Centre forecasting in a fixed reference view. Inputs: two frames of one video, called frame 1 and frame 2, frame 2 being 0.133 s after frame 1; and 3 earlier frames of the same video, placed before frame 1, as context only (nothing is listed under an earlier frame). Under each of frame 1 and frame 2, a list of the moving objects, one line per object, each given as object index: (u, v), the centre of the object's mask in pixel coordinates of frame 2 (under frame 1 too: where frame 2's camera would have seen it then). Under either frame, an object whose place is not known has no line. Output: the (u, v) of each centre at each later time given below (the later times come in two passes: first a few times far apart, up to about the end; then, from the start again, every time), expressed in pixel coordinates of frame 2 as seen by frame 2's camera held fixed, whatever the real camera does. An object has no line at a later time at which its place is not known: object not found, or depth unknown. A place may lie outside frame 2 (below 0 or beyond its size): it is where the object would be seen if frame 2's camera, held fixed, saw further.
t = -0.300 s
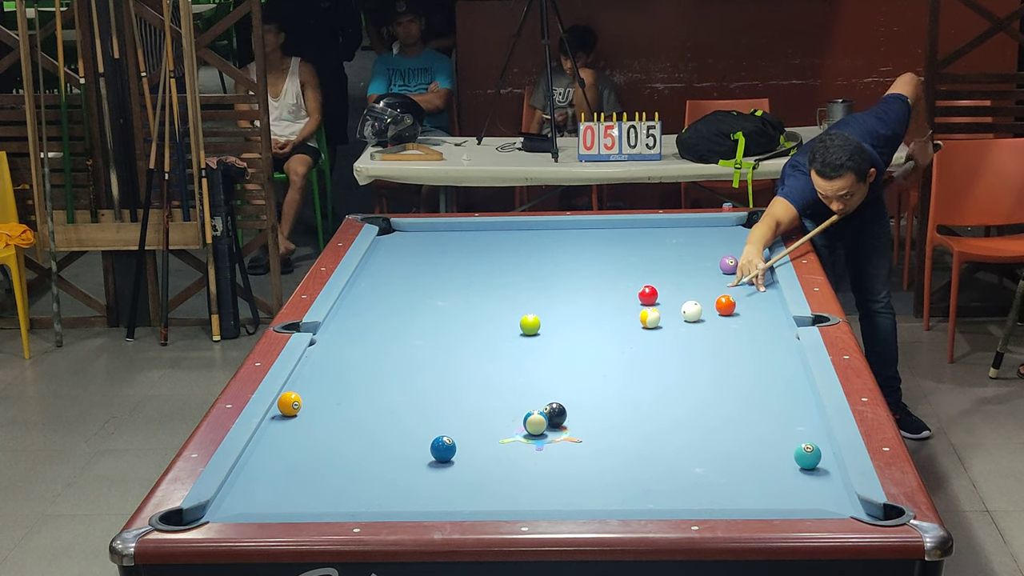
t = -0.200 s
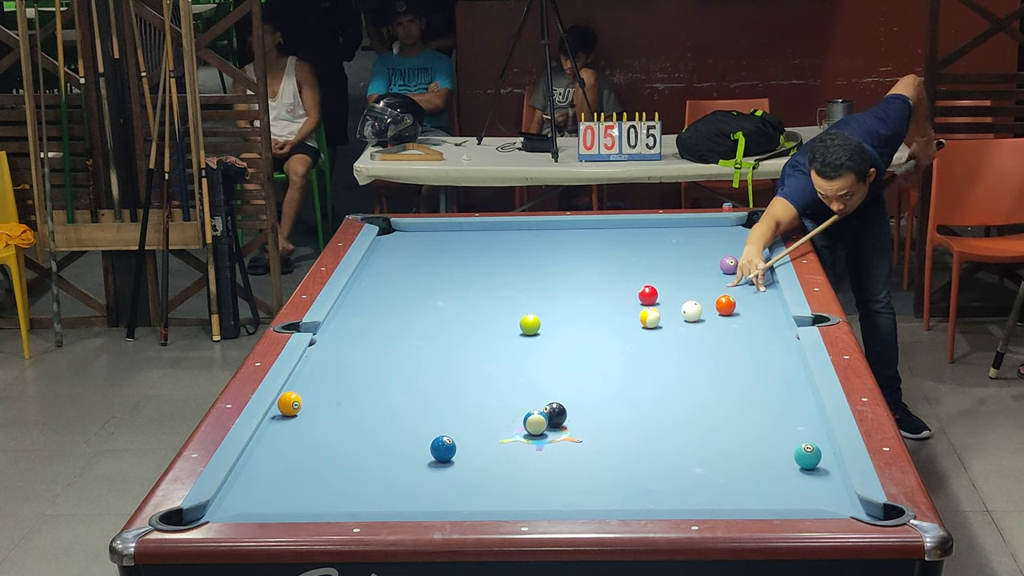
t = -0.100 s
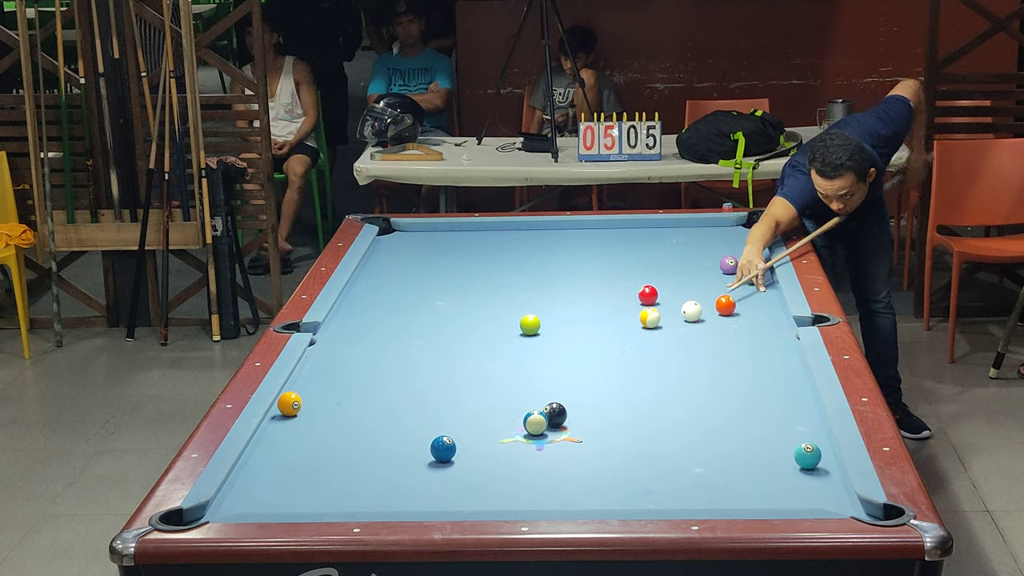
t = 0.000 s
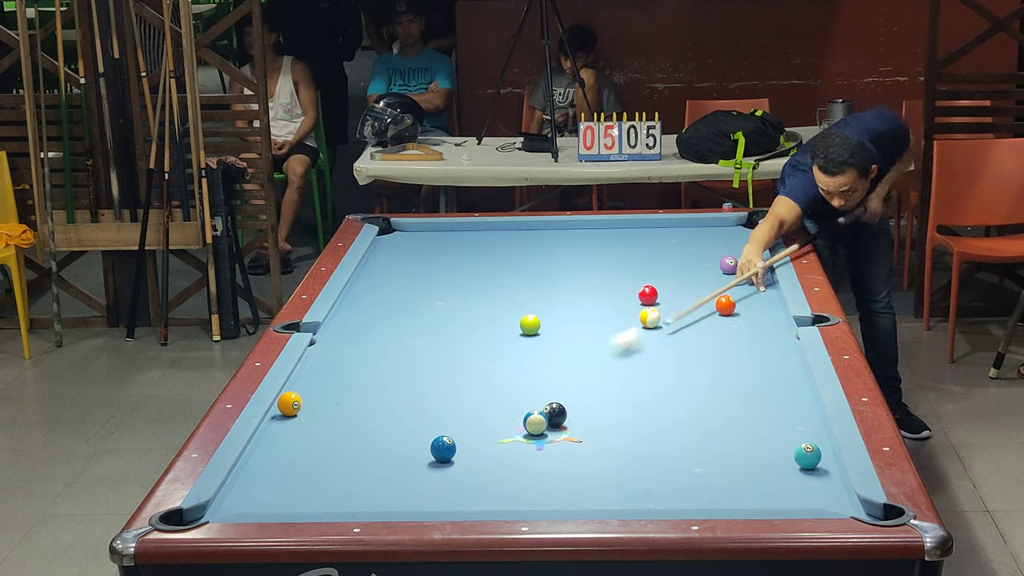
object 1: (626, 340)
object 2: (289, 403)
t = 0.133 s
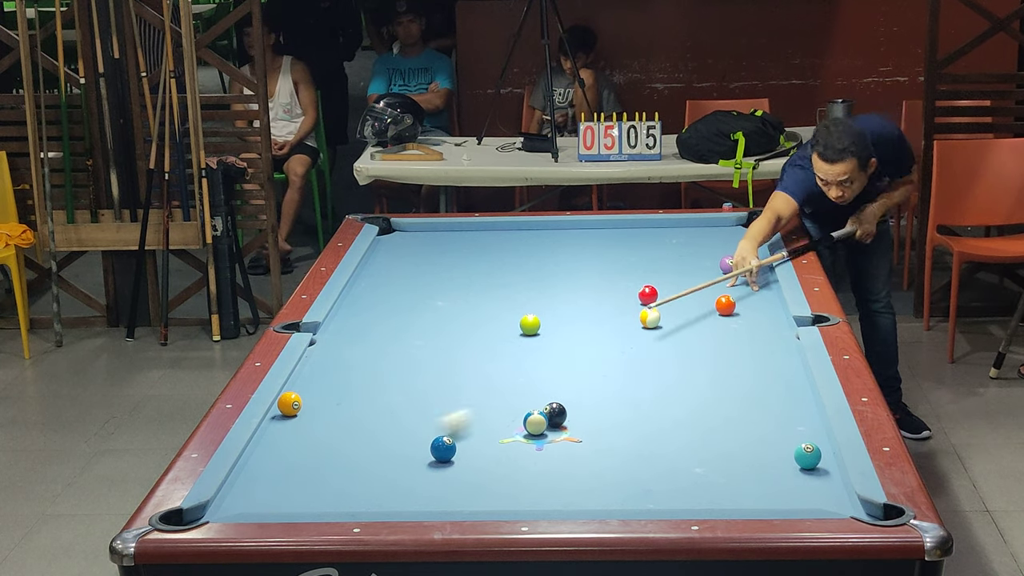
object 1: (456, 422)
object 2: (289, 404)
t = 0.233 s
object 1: (301, 496)
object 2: (289, 403)
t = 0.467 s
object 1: (291, 411)
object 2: (292, 394)
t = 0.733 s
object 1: (352, 403)
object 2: (328, 341)
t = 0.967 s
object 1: (399, 397)
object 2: (356, 306)
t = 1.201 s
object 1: (442, 390)
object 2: (380, 275)
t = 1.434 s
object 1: (483, 384)
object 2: (401, 250)
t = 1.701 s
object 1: (527, 377)
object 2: (418, 228)
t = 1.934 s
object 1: (561, 372)
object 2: (417, 240)
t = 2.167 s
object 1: (594, 368)
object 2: (416, 253)
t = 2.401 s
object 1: (624, 364)
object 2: (415, 265)
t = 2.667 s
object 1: (654, 360)
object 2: (413, 280)
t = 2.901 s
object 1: (679, 356)
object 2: (412, 293)
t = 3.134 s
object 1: (701, 353)
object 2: (410, 307)
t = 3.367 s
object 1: (722, 351)
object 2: (408, 321)
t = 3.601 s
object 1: (740, 349)
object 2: (406, 335)
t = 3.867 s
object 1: (758, 346)
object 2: (404, 351)
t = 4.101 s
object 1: (771, 344)
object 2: (402, 366)
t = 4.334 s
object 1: (782, 342)
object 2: (400, 381)
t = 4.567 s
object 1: (788, 342)
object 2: (398, 395)
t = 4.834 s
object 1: (784, 342)
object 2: (396, 412)
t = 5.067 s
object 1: (782, 343)
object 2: (394, 427)
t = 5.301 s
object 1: (781, 343)
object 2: (392, 442)
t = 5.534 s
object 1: (781, 343)
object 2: (390, 457)
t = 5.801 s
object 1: (781, 343)
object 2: (388, 474)
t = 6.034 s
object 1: (781, 343)
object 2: (386, 488)
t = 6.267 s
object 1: (781, 343)
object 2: (383, 499)
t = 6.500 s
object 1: (781, 343)
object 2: (382, 503)
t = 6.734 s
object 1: (781, 343)
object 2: (384, 500)
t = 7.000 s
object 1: (781, 343)
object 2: (385, 495)
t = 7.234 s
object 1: (781, 343)
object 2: (386, 490)
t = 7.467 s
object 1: (781, 343)
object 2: (388, 487)
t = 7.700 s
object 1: (781, 343)
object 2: (389, 484)
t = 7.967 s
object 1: (781, 343)
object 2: (391, 482)
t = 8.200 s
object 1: (781, 343)
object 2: (392, 482)
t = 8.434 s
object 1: (781, 343)
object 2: (392, 481)
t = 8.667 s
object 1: (781, 343)
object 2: (392, 482)
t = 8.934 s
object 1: (781, 343)
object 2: (392, 482)
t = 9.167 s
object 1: (781, 343)
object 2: (392, 482)
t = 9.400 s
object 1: (781, 343)
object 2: (392, 482)
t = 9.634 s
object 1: (781, 343)
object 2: (392, 481)
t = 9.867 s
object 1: (781, 343)
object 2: (392, 482)
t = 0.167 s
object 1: (406, 445)
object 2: (289, 403)
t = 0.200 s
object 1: (354, 471)
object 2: (289, 403)
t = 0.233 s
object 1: (301, 496)
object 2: (289, 403)
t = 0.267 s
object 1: (270, 499)
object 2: (289, 403)
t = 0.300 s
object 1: (271, 482)
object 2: (289, 403)
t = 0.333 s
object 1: (271, 463)
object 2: (289, 403)
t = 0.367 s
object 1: (272, 446)
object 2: (289, 403)
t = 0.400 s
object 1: (271, 431)
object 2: (289, 404)
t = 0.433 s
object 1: (278, 416)
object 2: (291, 401)
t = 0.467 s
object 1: (291, 411)
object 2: (292, 394)
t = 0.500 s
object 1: (300, 410)
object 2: (295, 388)
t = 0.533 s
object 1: (309, 410)
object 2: (299, 379)
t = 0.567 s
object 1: (316, 409)
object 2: (304, 372)
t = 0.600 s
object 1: (324, 407)
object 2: (310, 365)
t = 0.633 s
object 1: (331, 406)
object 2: (315, 359)
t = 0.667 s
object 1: (338, 405)
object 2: (319, 353)
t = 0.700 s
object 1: (345, 404)
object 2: (324, 347)
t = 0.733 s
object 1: (352, 403)
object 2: (328, 341)
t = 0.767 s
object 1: (359, 402)
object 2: (332, 336)
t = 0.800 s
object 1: (366, 401)
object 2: (337, 331)
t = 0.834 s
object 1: (372, 400)
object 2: (341, 325)
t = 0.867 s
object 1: (379, 399)
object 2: (344, 320)
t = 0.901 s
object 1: (386, 398)
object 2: (348, 315)
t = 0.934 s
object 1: (393, 397)
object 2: (352, 311)
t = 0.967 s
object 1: (399, 397)
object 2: (356, 306)
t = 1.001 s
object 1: (406, 396)
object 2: (360, 301)
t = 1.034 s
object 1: (412, 395)
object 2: (363, 297)
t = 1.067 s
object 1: (418, 394)
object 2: (367, 292)
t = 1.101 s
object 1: (424, 393)
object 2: (370, 288)
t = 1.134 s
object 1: (431, 392)
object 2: (373, 284)
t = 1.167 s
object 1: (437, 391)
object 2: (377, 280)
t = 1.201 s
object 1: (442, 390)
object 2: (380, 275)
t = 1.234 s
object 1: (449, 389)
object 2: (383, 272)
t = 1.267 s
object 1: (454, 388)
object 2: (386, 268)
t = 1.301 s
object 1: (461, 387)
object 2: (389, 264)
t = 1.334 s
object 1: (466, 386)
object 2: (392, 260)
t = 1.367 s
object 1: (472, 385)
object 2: (395, 257)
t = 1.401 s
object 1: (478, 384)
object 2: (398, 253)
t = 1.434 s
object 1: (483, 384)
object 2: (401, 250)
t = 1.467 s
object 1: (489, 383)
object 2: (404, 246)
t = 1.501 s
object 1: (495, 382)
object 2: (406, 243)
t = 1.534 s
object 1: (500, 381)
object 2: (409, 239)
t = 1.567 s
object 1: (506, 380)
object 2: (411, 236)
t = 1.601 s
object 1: (511, 380)
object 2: (414, 233)
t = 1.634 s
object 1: (516, 379)
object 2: (416, 230)
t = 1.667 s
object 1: (521, 378)
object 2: (418, 227)
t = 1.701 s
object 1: (527, 377)
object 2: (418, 228)
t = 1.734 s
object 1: (532, 376)
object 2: (418, 230)
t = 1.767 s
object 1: (537, 376)
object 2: (418, 232)
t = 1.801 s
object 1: (542, 375)
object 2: (418, 233)
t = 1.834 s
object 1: (547, 375)
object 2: (418, 235)
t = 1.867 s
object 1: (552, 374)
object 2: (418, 237)
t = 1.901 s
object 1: (556, 373)
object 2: (418, 239)
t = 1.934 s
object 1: (561, 372)
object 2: (417, 240)
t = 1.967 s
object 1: (566, 372)
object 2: (417, 242)
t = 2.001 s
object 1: (571, 371)
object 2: (417, 244)
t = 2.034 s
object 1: (576, 370)
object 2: (417, 245)
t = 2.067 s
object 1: (580, 370)
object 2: (416, 247)
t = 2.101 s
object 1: (585, 369)
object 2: (416, 249)
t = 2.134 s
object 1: (589, 369)
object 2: (416, 251)
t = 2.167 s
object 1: (594, 368)
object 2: (416, 253)
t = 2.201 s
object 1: (598, 367)
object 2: (415, 254)
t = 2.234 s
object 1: (603, 366)
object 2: (416, 256)
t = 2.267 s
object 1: (607, 366)
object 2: (415, 258)
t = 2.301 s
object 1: (611, 365)
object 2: (415, 260)
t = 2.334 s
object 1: (615, 365)
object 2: (415, 262)
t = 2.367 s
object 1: (620, 364)
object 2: (415, 263)
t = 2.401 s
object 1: (624, 364)
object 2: (415, 265)
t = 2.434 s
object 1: (628, 363)
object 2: (415, 267)
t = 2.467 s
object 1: (632, 363)
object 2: (414, 269)
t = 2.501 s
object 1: (636, 362)
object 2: (414, 270)
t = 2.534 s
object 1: (639, 361)
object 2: (414, 272)
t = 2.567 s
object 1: (643, 361)
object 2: (414, 274)
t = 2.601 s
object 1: (647, 360)
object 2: (414, 276)
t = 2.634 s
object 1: (651, 360)
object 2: (413, 278)
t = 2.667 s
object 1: (654, 360)
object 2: (413, 280)
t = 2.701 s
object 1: (658, 359)
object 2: (413, 282)
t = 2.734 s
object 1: (662, 358)
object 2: (413, 284)
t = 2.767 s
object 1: (666, 358)
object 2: (412, 286)
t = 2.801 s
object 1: (669, 358)
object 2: (412, 288)
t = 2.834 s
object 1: (672, 357)
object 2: (412, 289)
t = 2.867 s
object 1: (676, 357)
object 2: (412, 291)
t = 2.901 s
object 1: (679, 356)
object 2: (412, 293)
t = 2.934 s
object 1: (682, 356)
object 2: (411, 295)
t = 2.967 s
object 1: (686, 356)
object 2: (411, 297)
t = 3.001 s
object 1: (689, 355)
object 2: (411, 299)
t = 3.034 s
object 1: (692, 355)
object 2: (411, 301)
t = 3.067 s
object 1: (695, 354)
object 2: (410, 303)
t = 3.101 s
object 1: (698, 354)
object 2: (410, 305)
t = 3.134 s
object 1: (701, 353)
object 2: (410, 307)
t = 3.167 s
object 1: (704, 353)
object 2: (409, 309)
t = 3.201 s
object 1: (707, 353)
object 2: (409, 310)
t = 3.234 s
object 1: (710, 352)
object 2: (409, 313)
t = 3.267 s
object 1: (713, 352)
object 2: (409, 315)
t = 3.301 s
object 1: (716, 352)
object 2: (408, 317)
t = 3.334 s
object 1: (719, 351)
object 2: (408, 319)
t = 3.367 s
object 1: (722, 351)
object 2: (408, 321)
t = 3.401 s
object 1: (724, 351)
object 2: (407, 323)
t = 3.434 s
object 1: (727, 350)
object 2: (407, 325)
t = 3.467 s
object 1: (729, 350)
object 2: (407, 327)
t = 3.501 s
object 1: (732, 349)
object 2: (407, 329)
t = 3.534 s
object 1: (735, 349)
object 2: (406, 331)
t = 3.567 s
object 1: (737, 349)
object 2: (406, 333)
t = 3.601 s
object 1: (740, 349)
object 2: (406, 335)
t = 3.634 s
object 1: (742, 348)
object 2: (406, 337)
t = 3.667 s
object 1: (744, 348)
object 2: (405, 339)
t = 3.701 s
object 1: (747, 347)
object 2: (405, 341)
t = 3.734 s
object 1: (749, 347)
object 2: (405, 343)
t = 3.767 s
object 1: (751, 347)
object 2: (405, 345)
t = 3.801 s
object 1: (753, 346)
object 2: (404, 347)
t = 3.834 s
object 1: (755, 346)
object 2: (404, 349)
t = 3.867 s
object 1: (758, 346)
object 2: (404, 351)
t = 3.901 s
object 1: (760, 346)
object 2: (403, 353)
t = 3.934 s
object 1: (762, 345)
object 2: (403, 355)
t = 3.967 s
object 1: (764, 345)
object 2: (403, 357)
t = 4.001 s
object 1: (765, 345)
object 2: (402, 360)
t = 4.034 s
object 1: (767, 345)
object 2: (402, 361)
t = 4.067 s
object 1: (769, 344)
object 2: (402, 364)
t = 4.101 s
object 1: (771, 344)
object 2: (402, 366)
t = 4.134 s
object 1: (773, 344)
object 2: (401, 368)
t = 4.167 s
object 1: (774, 344)
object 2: (401, 370)
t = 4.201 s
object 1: (776, 344)
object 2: (401, 372)
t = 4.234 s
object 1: (778, 343)
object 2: (401, 374)
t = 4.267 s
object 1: (779, 343)
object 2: (400, 376)
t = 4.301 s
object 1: (781, 343)
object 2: (400, 379)
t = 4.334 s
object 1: (782, 342)
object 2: (400, 381)
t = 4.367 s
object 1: (783, 342)
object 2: (400, 383)
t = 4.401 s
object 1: (785, 342)
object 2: (400, 385)
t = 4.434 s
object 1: (786, 342)
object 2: (399, 387)
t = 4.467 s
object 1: (788, 342)
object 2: (399, 389)
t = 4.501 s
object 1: (789, 341)
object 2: (399, 391)
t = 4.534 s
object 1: (788, 342)
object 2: (399, 393)
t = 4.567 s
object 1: (788, 342)
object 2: (398, 395)
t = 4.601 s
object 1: (787, 342)
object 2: (398, 398)
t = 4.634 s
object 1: (787, 342)
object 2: (398, 400)
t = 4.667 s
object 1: (786, 342)
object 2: (397, 402)
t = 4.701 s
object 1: (786, 342)
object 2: (397, 404)
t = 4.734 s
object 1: (785, 342)
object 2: (397, 406)
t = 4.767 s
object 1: (784, 342)
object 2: (397, 408)
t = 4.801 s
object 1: (784, 342)
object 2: (396, 410)
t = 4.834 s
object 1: (784, 342)
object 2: (396, 412)
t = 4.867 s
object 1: (784, 342)
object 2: (396, 414)
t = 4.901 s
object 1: (783, 342)
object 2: (396, 417)
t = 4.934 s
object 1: (783, 342)
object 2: (395, 419)
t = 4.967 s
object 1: (783, 342)
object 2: (395, 421)
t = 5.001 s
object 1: (783, 343)
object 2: (395, 423)
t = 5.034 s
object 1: (782, 342)
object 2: (395, 425)
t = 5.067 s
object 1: (782, 343)
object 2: (394, 427)
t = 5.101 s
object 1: (782, 343)
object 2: (394, 429)
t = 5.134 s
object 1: (781, 343)
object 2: (394, 432)
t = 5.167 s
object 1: (781, 343)
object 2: (393, 434)
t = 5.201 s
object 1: (781, 343)
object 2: (393, 436)
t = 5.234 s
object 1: (781, 343)
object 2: (393, 438)
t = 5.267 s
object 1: (781, 343)
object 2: (392, 440)
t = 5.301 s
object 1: (781, 343)
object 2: (392, 442)
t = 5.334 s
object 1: (781, 343)
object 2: (392, 444)
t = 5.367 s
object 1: (781, 343)
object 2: (391, 446)
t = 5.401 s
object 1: (781, 343)
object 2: (391, 449)
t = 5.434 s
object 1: (781, 343)
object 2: (391, 451)
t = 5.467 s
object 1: (781, 343)
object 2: (391, 453)
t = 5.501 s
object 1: (781, 343)
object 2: (390, 455)
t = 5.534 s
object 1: (781, 343)
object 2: (390, 457)
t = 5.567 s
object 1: (781, 343)
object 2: (390, 459)
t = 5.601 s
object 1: (781, 343)
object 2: (389, 461)
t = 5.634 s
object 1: (781, 343)
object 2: (389, 463)
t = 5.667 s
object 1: (781, 343)
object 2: (389, 465)
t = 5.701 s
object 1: (781, 343)
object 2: (389, 467)
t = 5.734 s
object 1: (781, 343)
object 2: (389, 469)
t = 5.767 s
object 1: (781, 343)
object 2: (388, 471)
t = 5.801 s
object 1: (781, 343)
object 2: (388, 474)
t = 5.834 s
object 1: (781, 343)
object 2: (388, 476)
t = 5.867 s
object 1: (781, 343)
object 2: (388, 478)
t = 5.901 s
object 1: (781, 343)
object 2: (387, 480)
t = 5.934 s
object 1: (781, 343)
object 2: (387, 482)
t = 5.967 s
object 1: (781, 343)
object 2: (387, 484)
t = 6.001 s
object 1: (781, 343)
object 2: (386, 486)
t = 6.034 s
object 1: (781, 343)
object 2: (386, 488)
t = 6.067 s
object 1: (781, 343)
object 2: (385, 490)
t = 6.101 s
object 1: (781, 343)
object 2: (385, 492)
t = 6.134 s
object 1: (781, 343)
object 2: (385, 494)
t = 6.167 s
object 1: (781, 343)
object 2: (384, 496)
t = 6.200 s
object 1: (781, 343)
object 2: (384, 497)
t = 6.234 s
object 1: (781, 343)
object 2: (384, 498)
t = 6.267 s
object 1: (781, 343)
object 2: (383, 499)
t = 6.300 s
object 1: (781, 343)
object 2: (383, 501)
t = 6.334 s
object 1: (781, 343)
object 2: (383, 502)
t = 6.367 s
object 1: (781, 343)
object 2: (382, 502)
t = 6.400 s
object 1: (781, 343)
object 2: (382, 503)
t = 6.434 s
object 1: (781, 343)
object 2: (382, 504)
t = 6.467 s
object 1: (781, 343)
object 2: (382, 504)
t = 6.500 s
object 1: (781, 343)
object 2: (382, 503)
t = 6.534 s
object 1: (781, 343)
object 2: (383, 503)
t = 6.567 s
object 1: (781, 343)
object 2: (383, 502)
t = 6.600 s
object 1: (781, 343)
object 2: (383, 502)
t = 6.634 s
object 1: (781, 343)
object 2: (384, 501)
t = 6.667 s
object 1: (781, 343)
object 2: (384, 501)
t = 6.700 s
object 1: (781, 343)
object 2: (384, 500)
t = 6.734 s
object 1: (781, 343)
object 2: (384, 500)
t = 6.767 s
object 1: (781, 343)
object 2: (384, 499)
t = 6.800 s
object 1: (781, 343)
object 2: (384, 498)
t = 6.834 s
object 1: (781, 343)
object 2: (384, 498)
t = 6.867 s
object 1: (781, 343)
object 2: (384, 497)
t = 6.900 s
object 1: (781, 343)
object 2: (385, 497)
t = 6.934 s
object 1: (781, 343)
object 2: (385, 496)
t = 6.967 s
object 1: (781, 343)
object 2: (385, 496)
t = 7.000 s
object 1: (781, 343)
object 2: (385, 495)
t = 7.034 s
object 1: (781, 343)
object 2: (385, 494)
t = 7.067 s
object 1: (781, 343)
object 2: (385, 493)
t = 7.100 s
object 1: (781, 343)
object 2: (385, 493)
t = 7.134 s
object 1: (781, 343)
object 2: (386, 492)
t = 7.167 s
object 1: (781, 343)
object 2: (386, 491)
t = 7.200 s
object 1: (781, 343)
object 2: (386, 491)
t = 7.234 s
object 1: (781, 343)
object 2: (386, 490)
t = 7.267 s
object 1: (781, 343)
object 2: (386, 490)
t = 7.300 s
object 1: (781, 343)
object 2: (387, 489)
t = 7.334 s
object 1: (781, 343)
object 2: (387, 489)
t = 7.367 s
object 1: (781, 343)
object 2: (387, 488)
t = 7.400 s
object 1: (781, 343)
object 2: (387, 487)
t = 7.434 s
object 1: (781, 343)
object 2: (388, 487)
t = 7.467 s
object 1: (781, 343)
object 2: (388, 487)
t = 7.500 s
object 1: (781, 343)
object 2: (388, 486)
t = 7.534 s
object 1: (781, 343)
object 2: (388, 486)
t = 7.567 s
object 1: (781, 343)
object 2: (388, 485)
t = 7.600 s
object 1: (781, 343)
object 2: (389, 485)
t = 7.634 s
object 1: (781, 343)
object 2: (389, 485)
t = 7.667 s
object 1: (781, 343)
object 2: (389, 484)
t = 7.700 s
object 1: (781, 343)
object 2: (389, 484)
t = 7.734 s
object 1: (781, 343)
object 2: (390, 484)
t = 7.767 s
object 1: (781, 343)
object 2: (390, 484)
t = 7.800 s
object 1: (781, 343)
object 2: (390, 483)
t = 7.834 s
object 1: (781, 343)
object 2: (390, 483)
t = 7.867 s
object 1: (781, 343)
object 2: (391, 483)
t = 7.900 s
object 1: (781, 343)
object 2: (391, 482)
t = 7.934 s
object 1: (781, 343)
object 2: (391, 482)
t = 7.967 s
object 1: (781, 343)
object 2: (391, 482)
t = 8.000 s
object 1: (781, 343)
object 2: (391, 482)
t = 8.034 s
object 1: (781, 343)
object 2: (391, 482)
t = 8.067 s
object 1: (781, 343)
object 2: (392, 482)
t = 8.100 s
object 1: (781, 343)
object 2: (392, 482)
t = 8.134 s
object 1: (781, 343)
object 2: (392, 482)
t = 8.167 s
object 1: (781, 343)
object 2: (392, 482)
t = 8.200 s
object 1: (781, 343)
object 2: (392, 482)
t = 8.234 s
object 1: (781, 343)
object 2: (392, 482)
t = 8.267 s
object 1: (781, 343)
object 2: (392, 482)
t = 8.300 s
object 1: (781, 343)
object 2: (392, 481)
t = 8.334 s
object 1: (781, 343)
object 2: (392, 481)
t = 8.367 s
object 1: (781, 343)
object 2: (392, 482)
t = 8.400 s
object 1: (781, 343)
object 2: (392, 482)
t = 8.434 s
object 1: (781, 343)
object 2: (392, 481)
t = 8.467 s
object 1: (781, 343)
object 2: (392, 481)
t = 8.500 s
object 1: (781, 343)
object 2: (392, 482)
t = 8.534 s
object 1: (781, 343)
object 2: (392, 482)
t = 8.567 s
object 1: (781, 343)
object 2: (392, 481)
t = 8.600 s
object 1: (781, 343)
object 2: (392, 482)
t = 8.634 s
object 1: (781, 343)
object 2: (392, 482)
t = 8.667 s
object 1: (781, 343)
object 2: (392, 482)
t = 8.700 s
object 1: (781, 343)
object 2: (392, 481)
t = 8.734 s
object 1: (781, 343)
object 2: (392, 482)
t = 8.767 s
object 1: (781, 343)
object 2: (392, 482)
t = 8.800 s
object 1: (781, 343)
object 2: (392, 482)
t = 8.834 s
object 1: (781, 343)
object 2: (392, 482)
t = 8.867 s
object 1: (781, 343)
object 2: (392, 481)
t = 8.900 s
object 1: (781, 343)
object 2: (392, 482)
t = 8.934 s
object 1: (781, 343)
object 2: (392, 482)
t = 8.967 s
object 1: (781, 343)
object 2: (392, 482)
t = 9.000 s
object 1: (781, 343)
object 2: (392, 482)
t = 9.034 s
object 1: (781, 343)
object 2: (392, 482)
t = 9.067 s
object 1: (781, 343)
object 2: (392, 482)
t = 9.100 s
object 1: (781, 343)
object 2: (392, 482)
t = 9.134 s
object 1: (781, 343)
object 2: (392, 482)
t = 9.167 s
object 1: (781, 343)
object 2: (392, 482)
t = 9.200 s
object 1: (781, 343)
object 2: (392, 482)
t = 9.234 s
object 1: (781, 343)
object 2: (392, 482)
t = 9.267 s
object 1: (781, 343)
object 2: (392, 482)
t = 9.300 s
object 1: (781, 343)
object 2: (392, 482)
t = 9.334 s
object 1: (781, 343)
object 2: (392, 482)
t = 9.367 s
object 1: (781, 343)
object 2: (392, 482)
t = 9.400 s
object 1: (781, 343)
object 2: (392, 482)
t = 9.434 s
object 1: (781, 343)
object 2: (392, 482)
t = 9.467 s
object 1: (781, 343)
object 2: (392, 482)
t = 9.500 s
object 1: (781, 343)
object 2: (392, 482)
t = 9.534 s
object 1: (781, 343)
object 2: (392, 482)
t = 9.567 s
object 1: (781, 343)
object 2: (392, 482)
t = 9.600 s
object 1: (781, 343)
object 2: (392, 482)
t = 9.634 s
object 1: (781, 343)
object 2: (392, 481)
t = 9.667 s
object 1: (781, 343)
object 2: (392, 482)
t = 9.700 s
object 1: (781, 343)
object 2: (392, 482)
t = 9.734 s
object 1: (781, 343)
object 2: (392, 482)
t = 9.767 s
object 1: (781, 343)
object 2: (392, 482)
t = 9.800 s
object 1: (781, 343)
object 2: (392, 482)
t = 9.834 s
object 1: (781, 343)
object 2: (392, 482)
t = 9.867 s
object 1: (781, 343)
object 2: (392, 482)
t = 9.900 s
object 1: (781, 343)
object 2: (392, 482)
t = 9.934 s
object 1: (781, 343)
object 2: (392, 482)
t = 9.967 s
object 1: (781, 343)
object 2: (392, 482)
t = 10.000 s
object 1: (781, 343)
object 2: (392, 482)
